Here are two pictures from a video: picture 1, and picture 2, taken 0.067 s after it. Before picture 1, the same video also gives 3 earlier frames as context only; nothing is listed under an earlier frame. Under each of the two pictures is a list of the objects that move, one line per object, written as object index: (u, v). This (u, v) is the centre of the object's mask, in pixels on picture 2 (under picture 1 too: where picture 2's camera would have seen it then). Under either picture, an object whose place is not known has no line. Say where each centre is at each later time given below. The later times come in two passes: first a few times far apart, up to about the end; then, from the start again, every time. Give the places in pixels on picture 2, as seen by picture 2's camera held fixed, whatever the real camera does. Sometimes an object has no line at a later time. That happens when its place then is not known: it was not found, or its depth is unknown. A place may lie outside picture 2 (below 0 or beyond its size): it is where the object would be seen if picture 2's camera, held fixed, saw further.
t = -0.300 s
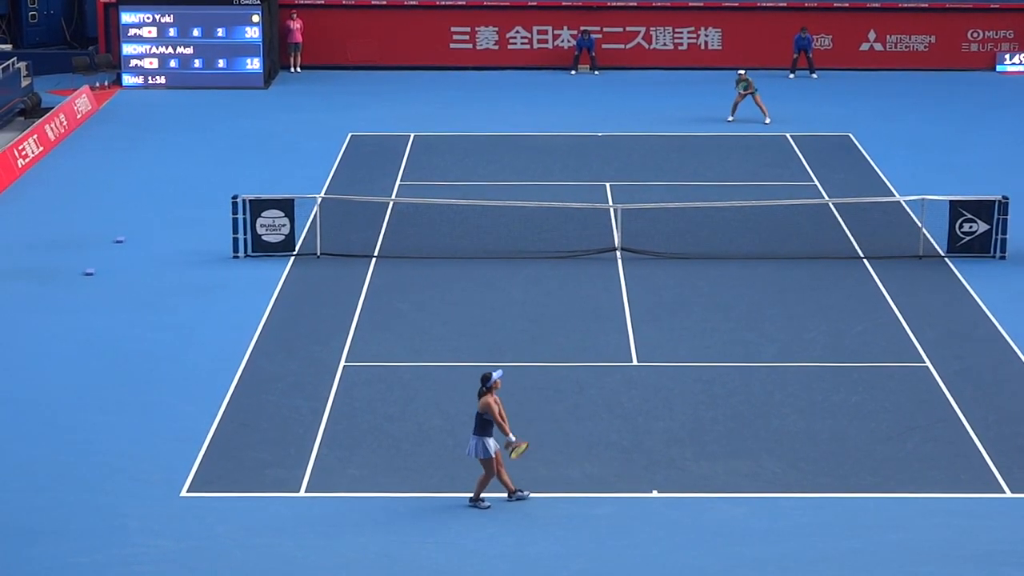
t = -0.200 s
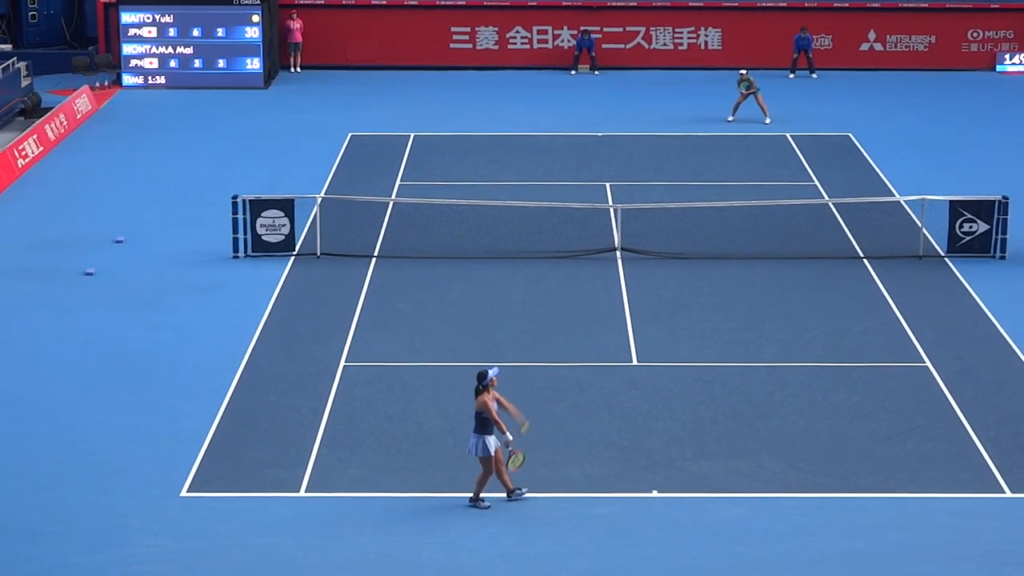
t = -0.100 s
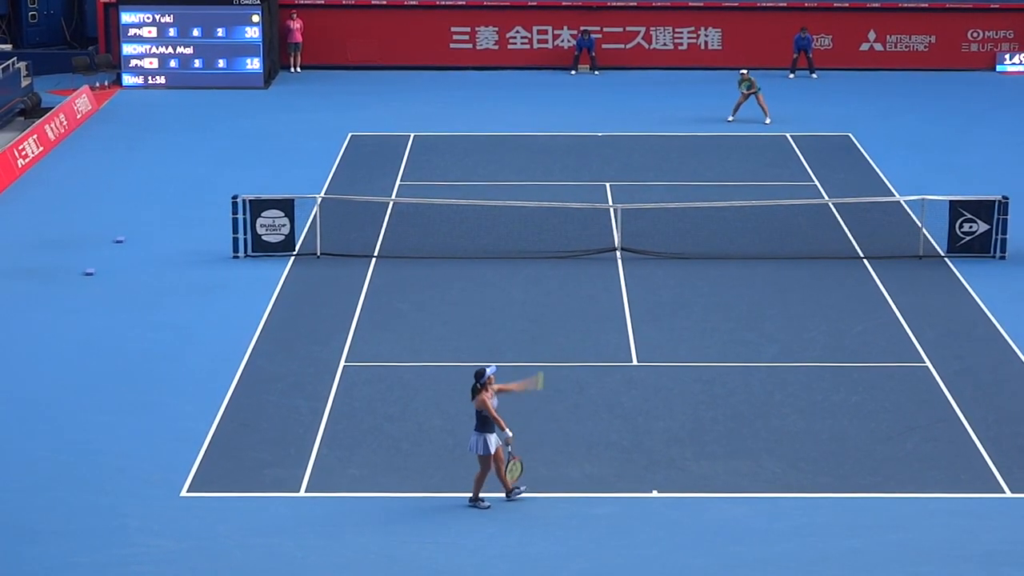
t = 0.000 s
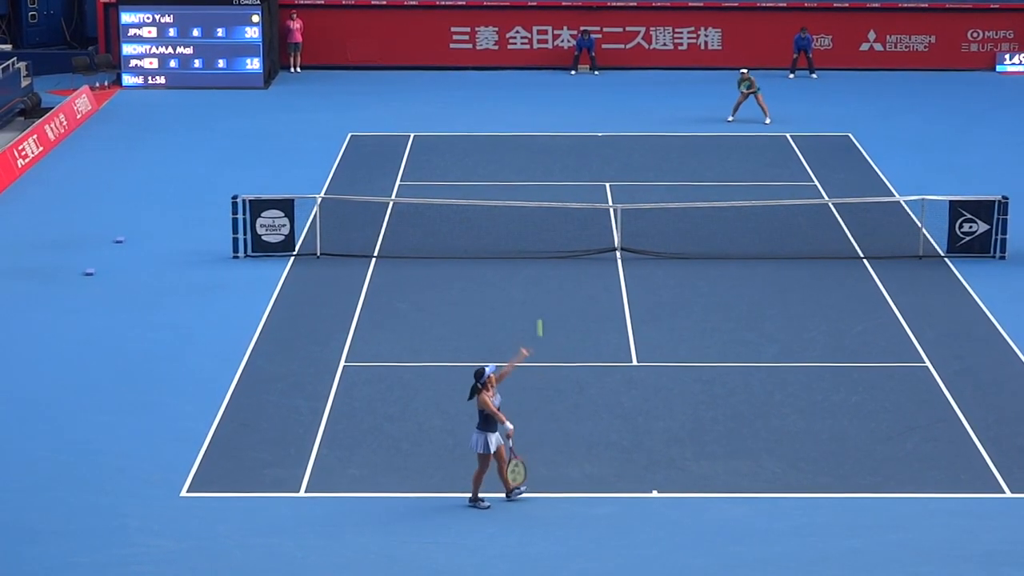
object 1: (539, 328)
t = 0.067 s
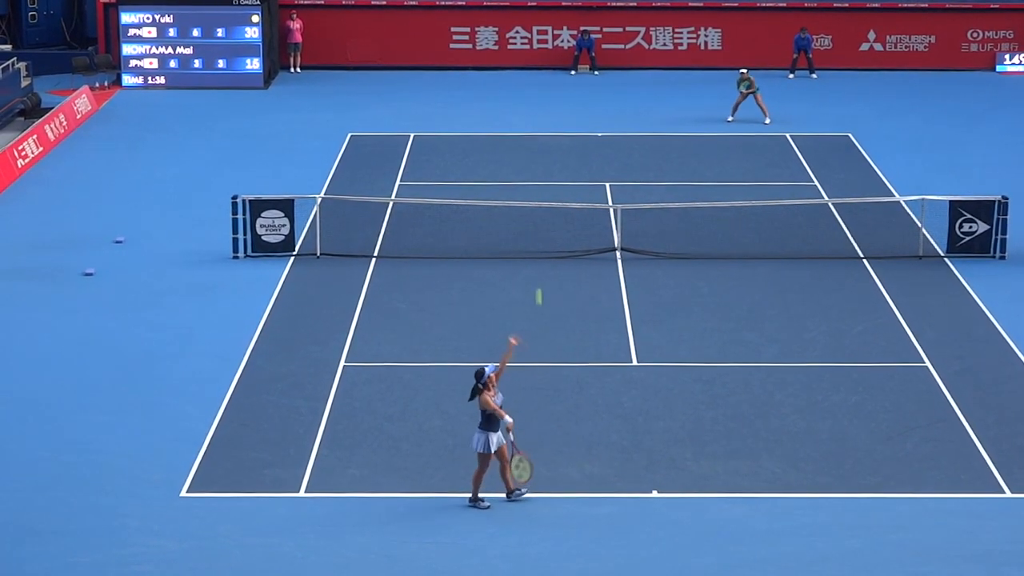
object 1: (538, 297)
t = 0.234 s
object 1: (537, 234)
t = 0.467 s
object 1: (534, 186)
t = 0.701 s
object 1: (531, 183)
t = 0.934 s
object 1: (528, 226)
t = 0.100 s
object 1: (538, 283)
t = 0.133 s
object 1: (538, 269)
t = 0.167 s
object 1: (538, 256)
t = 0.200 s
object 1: (537, 245)
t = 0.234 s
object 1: (537, 234)
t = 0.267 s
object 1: (537, 225)
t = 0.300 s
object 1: (536, 216)
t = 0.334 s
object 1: (536, 208)
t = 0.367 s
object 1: (535, 200)
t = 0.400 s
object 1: (534, 195)
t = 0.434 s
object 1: (534, 190)
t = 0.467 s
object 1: (534, 186)
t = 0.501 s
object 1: (533, 182)
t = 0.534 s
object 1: (533, 180)
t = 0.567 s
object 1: (532, 179)
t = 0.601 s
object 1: (532, 179)
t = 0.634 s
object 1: (532, 179)
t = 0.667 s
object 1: (531, 180)
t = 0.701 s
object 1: (531, 183)
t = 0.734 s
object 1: (530, 187)
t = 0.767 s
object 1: (530, 191)
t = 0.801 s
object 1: (529, 196)
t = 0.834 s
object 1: (529, 202)
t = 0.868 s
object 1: (529, 210)
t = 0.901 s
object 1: (528, 217)
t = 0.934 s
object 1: (528, 226)
